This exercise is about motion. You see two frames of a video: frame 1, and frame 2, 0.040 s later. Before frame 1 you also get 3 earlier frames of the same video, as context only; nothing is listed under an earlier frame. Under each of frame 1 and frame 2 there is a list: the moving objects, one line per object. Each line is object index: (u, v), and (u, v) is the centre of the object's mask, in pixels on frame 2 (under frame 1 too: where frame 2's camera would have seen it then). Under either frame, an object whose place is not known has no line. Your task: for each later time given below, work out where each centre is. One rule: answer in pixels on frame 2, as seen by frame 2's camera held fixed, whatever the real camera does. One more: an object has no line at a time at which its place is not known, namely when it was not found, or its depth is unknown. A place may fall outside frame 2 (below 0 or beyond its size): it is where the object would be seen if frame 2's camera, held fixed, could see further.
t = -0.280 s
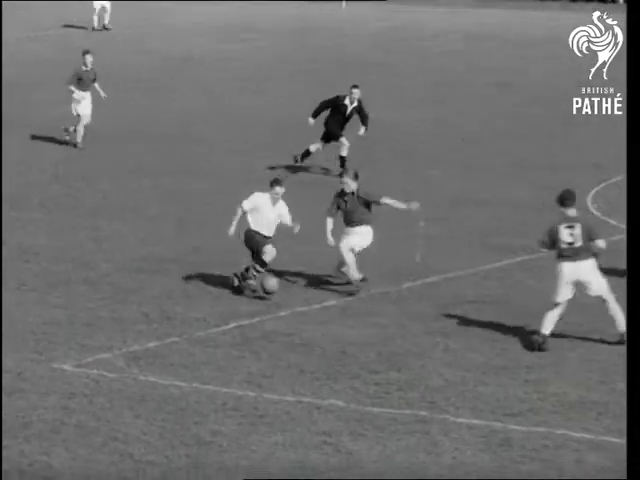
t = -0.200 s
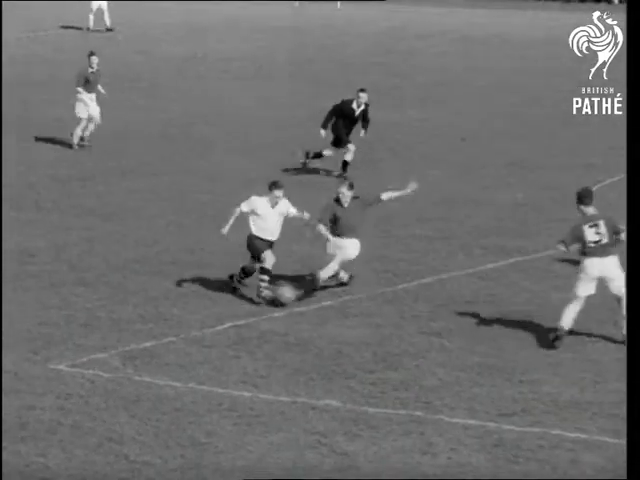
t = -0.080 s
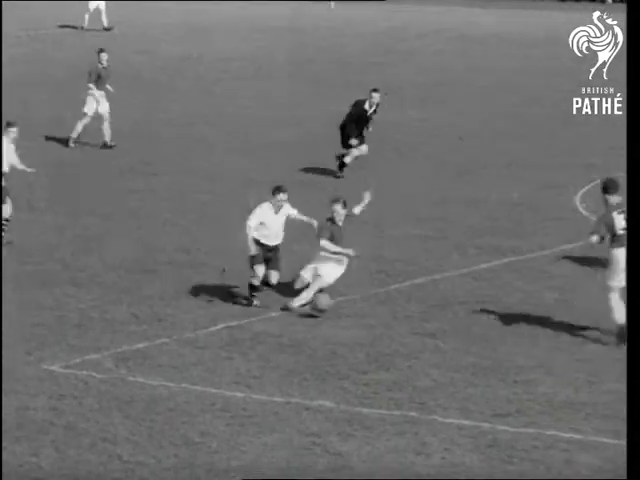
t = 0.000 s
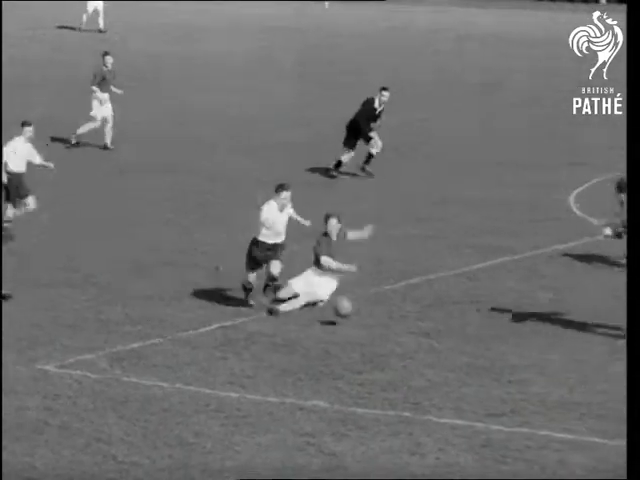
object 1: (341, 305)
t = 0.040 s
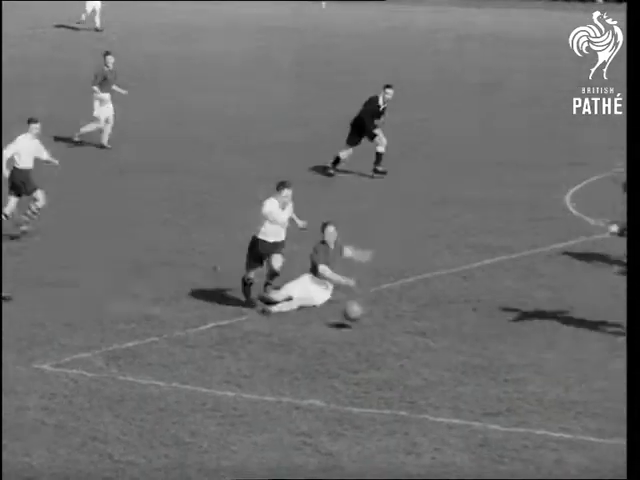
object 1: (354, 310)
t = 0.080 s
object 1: (368, 315)
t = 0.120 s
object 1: (381, 322)
